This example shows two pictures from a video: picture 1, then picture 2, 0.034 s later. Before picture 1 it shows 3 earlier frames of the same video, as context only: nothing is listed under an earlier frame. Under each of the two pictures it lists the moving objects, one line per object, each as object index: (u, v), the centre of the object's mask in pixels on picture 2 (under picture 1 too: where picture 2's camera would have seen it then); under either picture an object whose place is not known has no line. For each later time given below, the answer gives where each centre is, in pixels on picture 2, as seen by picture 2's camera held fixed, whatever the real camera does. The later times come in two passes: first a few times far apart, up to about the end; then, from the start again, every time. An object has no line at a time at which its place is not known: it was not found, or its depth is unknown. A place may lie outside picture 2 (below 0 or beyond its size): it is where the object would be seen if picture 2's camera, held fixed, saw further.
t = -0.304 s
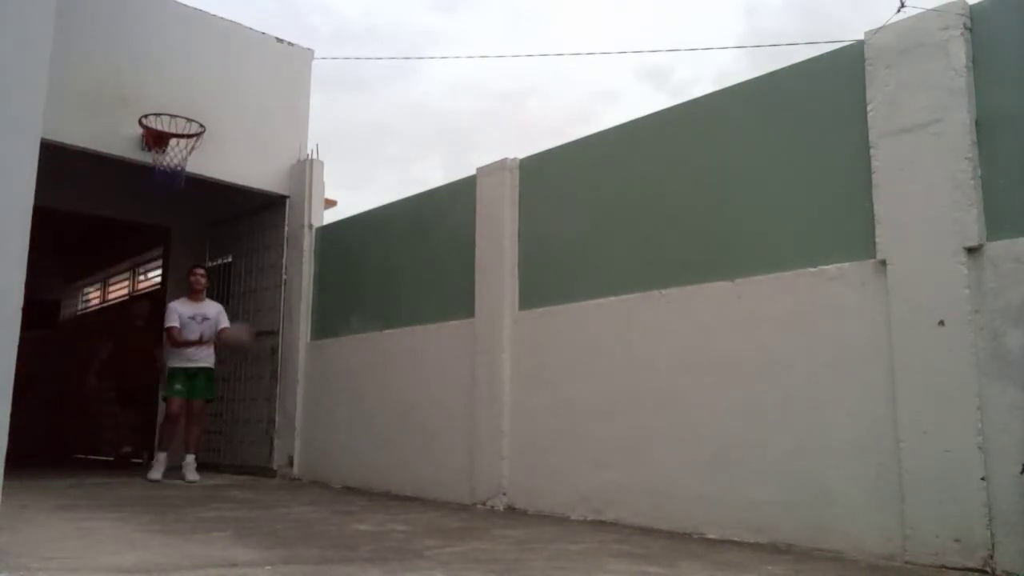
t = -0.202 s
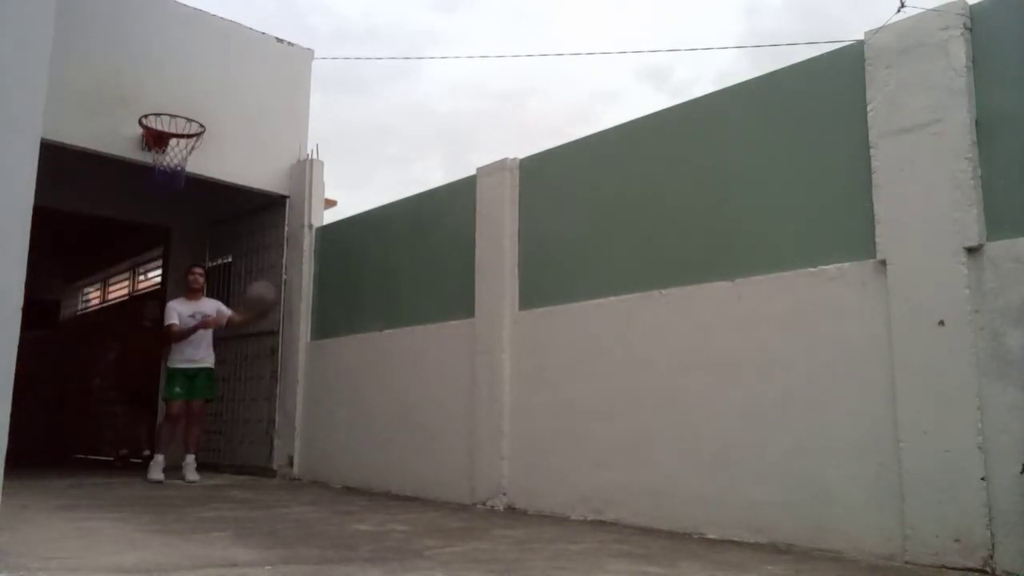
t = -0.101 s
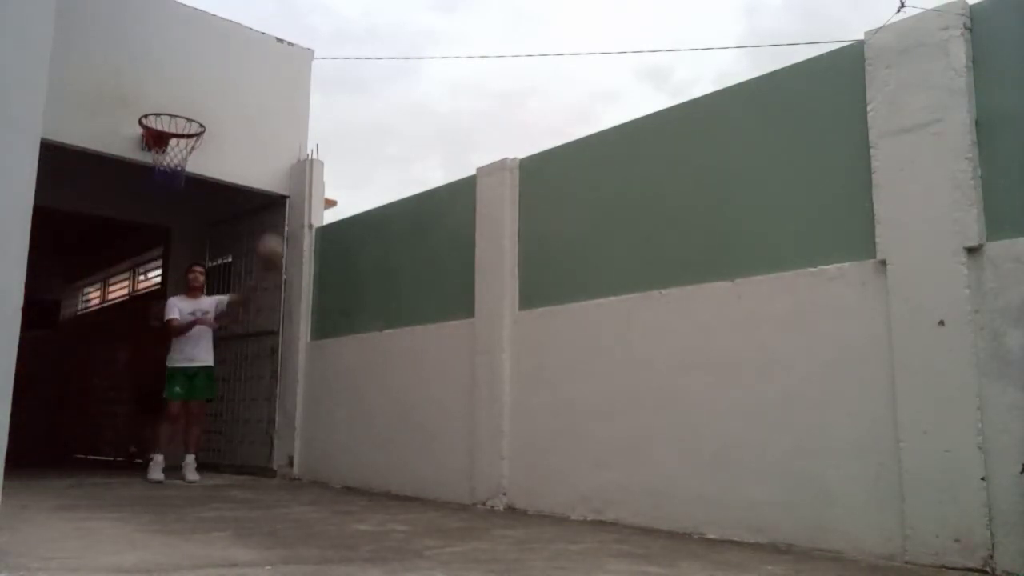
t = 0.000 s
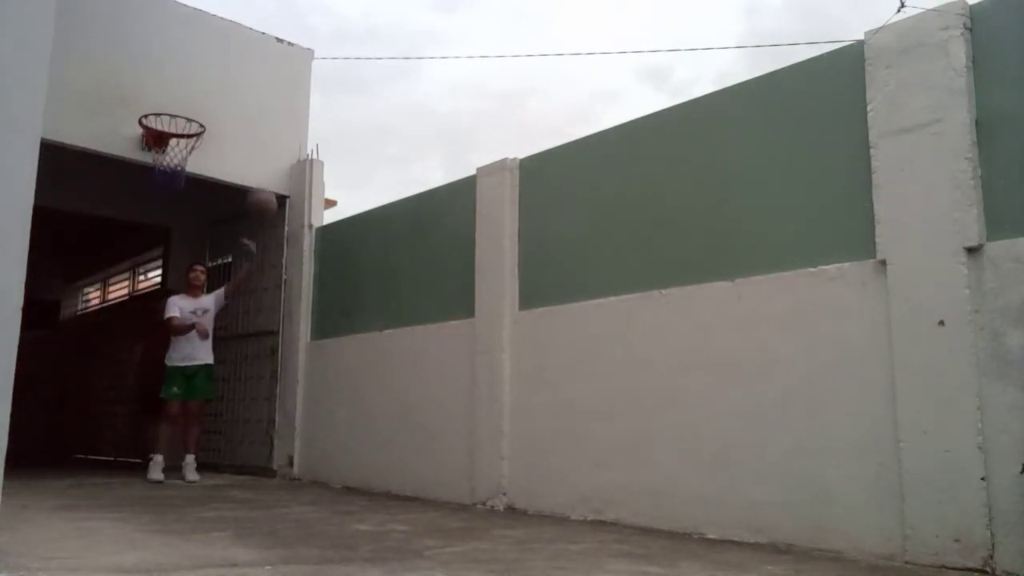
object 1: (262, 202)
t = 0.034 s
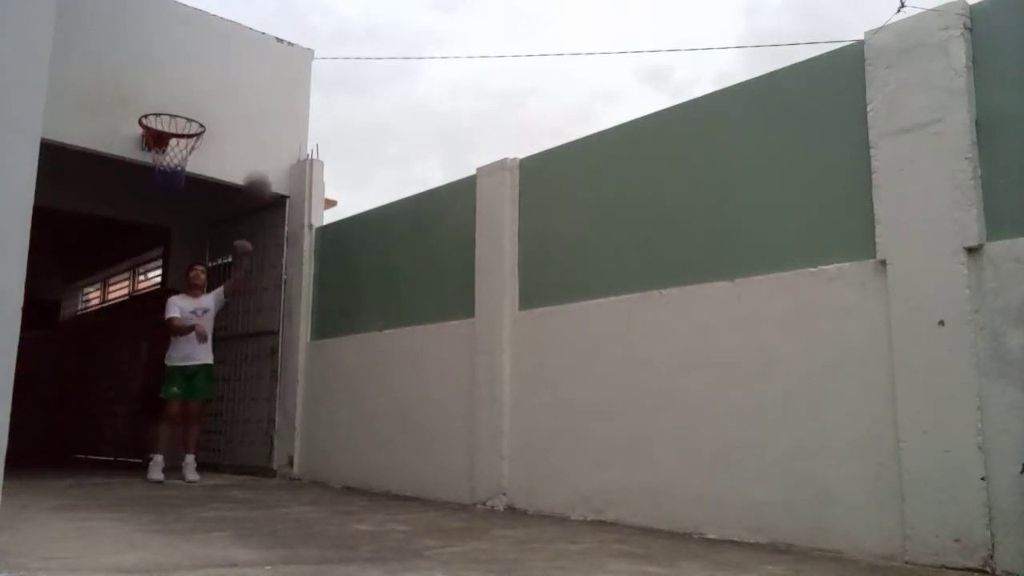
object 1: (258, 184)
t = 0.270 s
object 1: (229, 116)
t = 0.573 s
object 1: (186, 113)
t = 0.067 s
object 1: (253, 171)
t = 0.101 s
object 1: (249, 161)
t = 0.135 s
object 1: (246, 149)
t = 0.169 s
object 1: (242, 139)
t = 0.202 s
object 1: (238, 131)
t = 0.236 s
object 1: (233, 123)
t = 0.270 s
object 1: (229, 116)
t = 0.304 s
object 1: (225, 111)
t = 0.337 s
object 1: (220, 107)
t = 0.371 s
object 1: (216, 104)
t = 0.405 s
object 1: (211, 103)
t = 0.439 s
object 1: (206, 103)
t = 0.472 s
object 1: (201, 104)
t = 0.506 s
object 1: (196, 105)
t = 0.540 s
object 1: (191, 108)
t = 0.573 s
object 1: (186, 113)
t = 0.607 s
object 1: (180, 119)
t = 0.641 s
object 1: (175, 127)
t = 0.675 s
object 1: (168, 137)
